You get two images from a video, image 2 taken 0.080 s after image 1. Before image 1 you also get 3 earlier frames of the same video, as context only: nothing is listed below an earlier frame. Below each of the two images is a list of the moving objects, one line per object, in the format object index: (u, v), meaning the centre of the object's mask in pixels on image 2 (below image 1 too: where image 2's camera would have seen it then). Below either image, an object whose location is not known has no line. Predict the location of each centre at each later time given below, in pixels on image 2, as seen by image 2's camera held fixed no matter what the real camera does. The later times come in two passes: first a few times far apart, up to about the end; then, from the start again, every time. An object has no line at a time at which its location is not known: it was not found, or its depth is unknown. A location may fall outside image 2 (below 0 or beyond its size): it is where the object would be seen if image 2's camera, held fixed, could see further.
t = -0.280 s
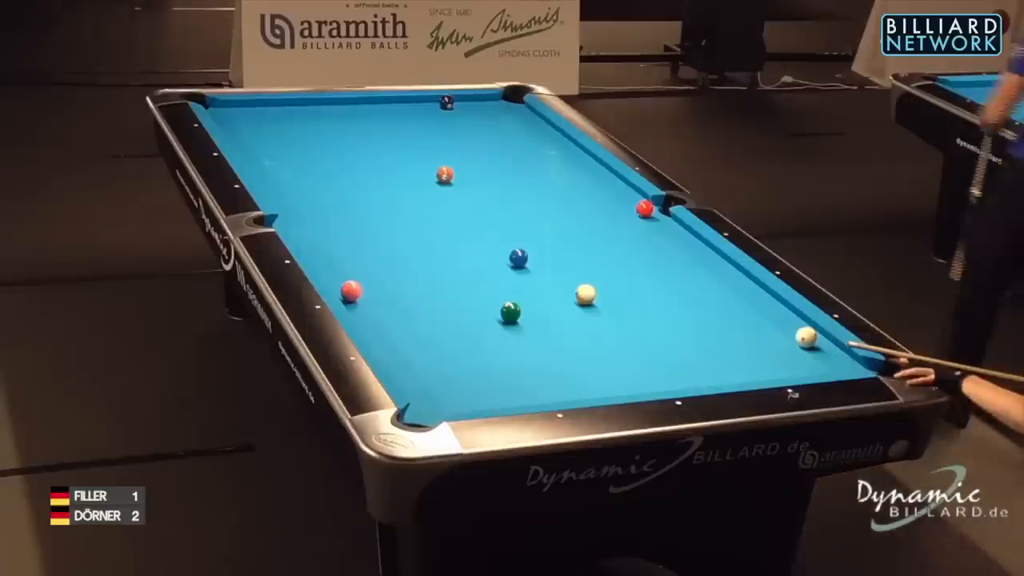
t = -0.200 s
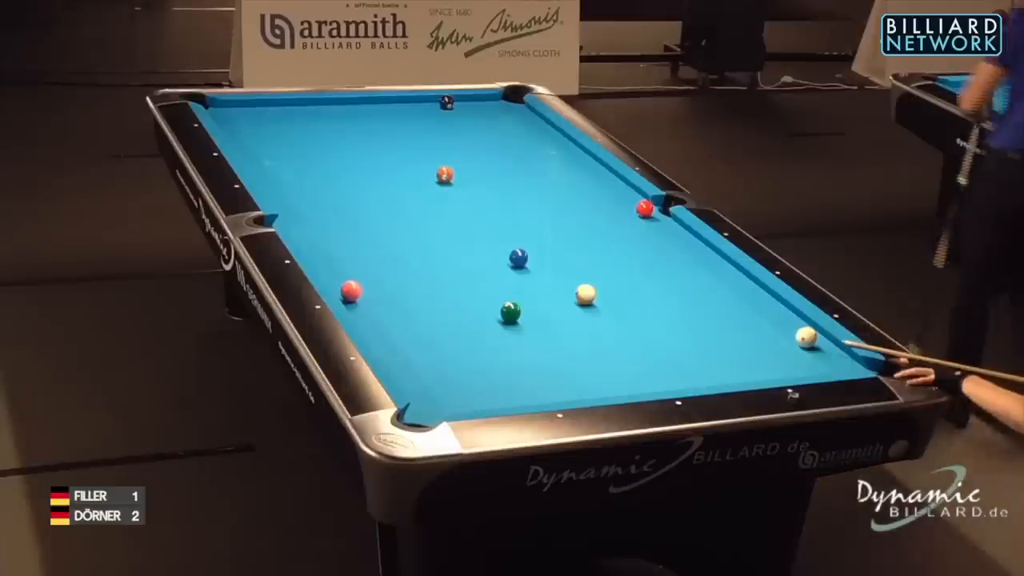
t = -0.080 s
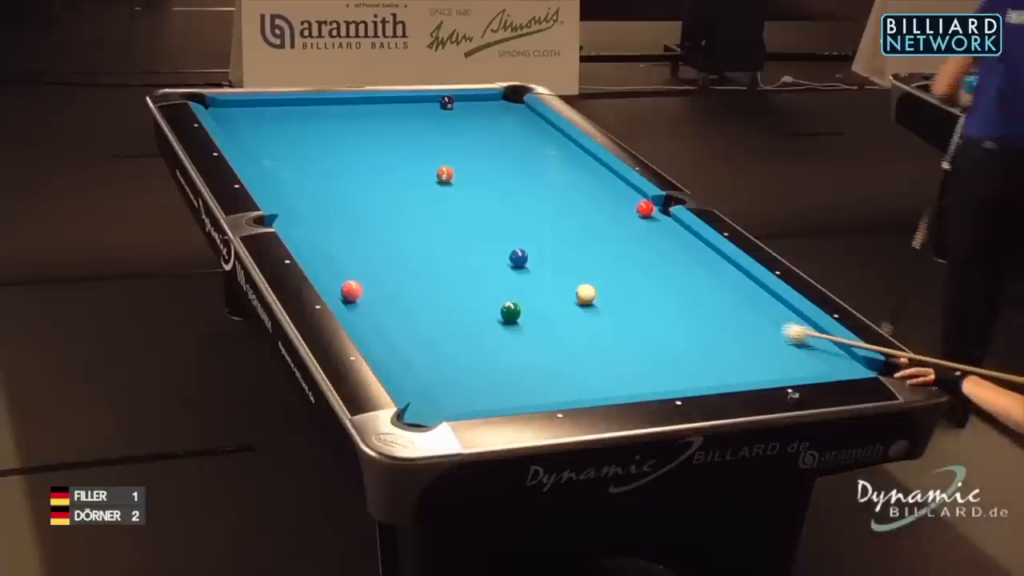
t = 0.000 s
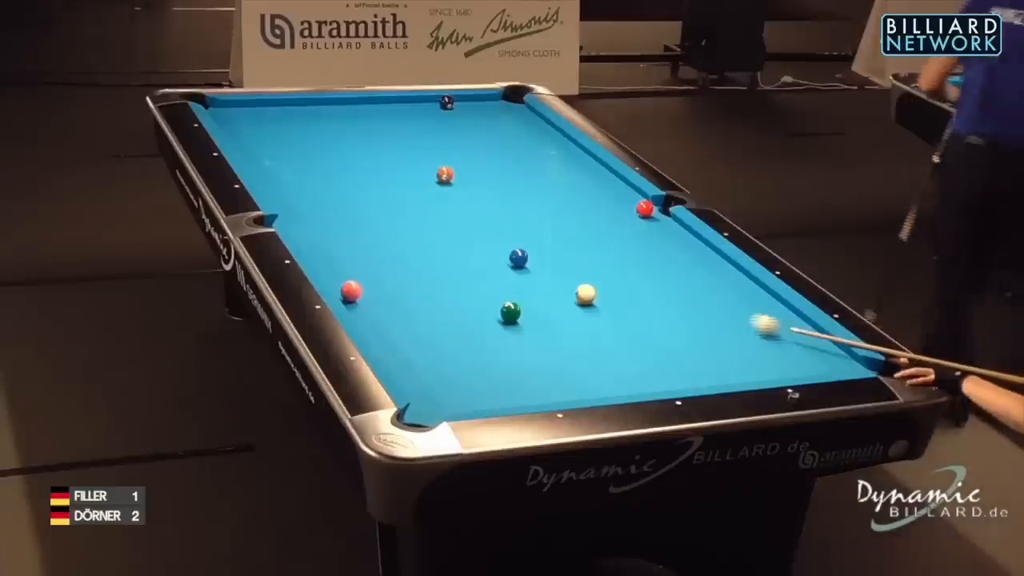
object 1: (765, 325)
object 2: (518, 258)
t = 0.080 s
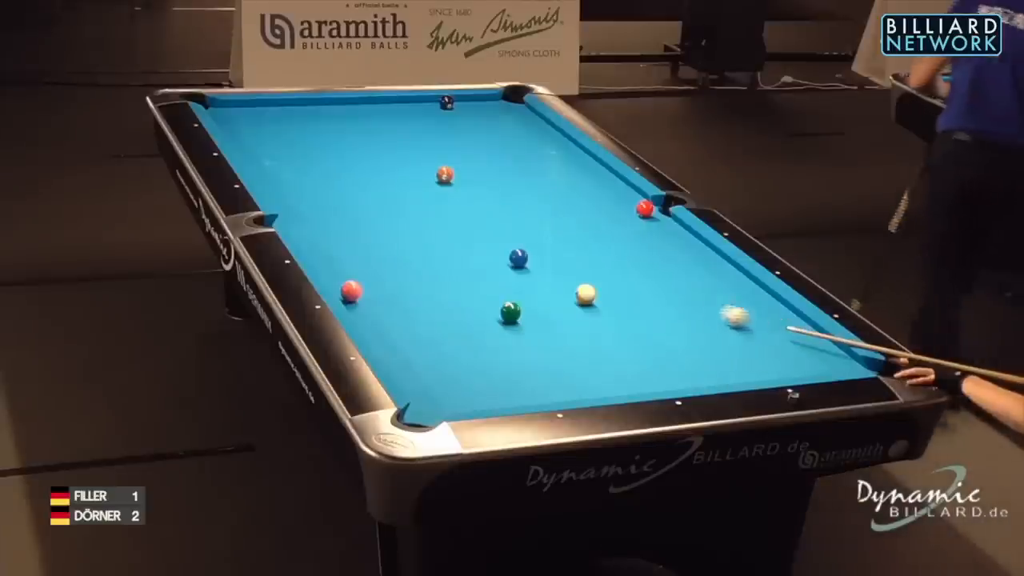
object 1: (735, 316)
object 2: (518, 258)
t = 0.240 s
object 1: (676, 300)
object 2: (518, 258)
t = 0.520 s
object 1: (581, 272)
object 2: (518, 258)
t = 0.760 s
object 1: (534, 255)
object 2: (488, 254)
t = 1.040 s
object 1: (516, 242)
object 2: (428, 245)
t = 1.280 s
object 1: (502, 231)
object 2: (380, 238)
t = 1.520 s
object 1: (488, 222)
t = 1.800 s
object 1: (474, 211)
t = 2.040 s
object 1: (463, 203)
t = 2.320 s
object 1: (452, 194)
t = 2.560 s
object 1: (442, 187)
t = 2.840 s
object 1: (432, 180)
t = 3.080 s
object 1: (426, 174)
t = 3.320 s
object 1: (419, 170)
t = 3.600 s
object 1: (412, 165)
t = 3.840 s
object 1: (407, 161)
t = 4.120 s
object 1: (401, 157)
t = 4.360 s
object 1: (398, 154)
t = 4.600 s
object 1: (394, 152)
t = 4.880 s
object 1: (391, 150)
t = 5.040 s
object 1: (390, 149)
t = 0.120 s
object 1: (720, 312)
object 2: (518, 258)
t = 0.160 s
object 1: (706, 309)
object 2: (518, 258)
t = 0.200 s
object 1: (691, 304)
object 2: (518, 258)
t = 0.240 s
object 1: (676, 300)
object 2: (518, 258)
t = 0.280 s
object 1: (663, 296)
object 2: (518, 258)
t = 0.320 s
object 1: (649, 292)
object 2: (518, 258)
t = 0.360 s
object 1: (635, 288)
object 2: (518, 258)
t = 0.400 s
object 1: (621, 284)
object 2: (518, 258)
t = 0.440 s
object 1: (608, 280)
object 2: (518, 258)
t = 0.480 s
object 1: (595, 276)
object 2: (518, 258)
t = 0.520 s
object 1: (581, 272)
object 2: (518, 258)
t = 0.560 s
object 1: (568, 269)
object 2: (518, 258)
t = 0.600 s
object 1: (555, 265)
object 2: (518, 258)
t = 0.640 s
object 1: (543, 262)
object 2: (518, 258)
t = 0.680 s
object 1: (538, 259)
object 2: (509, 257)
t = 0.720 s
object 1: (536, 258)
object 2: (498, 256)
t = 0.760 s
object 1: (534, 255)
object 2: (488, 254)
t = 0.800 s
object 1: (532, 254)
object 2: (479, 253)
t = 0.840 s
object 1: (529, 252)
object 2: (471, 252)
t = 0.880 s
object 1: (526, 249)
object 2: (462, 251)
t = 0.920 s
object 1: (524, 248)
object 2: (454, 249)
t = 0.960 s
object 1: (521, 246)
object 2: (445, 248)
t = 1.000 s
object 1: (519, 244)
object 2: (437, 246)
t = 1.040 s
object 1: (516, 242)
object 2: (428, 245)
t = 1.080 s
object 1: (514, 240)
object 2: (420, 243)
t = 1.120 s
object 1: (511, 239)
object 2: (412, 242)
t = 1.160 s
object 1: (509, 237)
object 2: (404, 242)
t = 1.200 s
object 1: (506, 235)
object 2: (396, 240)
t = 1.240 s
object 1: (504, 233)
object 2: (388, 239)
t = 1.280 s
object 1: (502, 231)
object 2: (380, 238)
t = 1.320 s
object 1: (500, 229)
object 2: (372, 236)
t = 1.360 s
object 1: (497, 228)
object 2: (365, 235)
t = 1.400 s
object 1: (495, 226)
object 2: (357, 234)
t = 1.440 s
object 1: (493, 225)
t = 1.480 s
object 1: (490, 223)
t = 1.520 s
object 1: (488, 222)
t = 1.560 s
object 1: (486, 220)
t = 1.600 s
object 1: (484, 218)
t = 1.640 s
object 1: (482, 217)
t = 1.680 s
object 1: (480, 215)
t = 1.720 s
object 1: (478, 214)
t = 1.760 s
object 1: (476, 212)
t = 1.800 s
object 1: (474, 211)
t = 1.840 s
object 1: (472, 209)
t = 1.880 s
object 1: (470, 208)
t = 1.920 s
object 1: (468, 207)
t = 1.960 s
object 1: (466, 205)
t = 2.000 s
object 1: (465, 204)
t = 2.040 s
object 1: (463, 203)
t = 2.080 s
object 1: (461, 201)
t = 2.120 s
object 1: (460, 200)
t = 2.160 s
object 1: (458, 199)
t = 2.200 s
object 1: (456, 198)
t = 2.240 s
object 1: (455, 196)
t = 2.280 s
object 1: (453, 195)
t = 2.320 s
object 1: (452, 194)
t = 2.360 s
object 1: (450, 193)
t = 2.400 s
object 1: (449, 192)
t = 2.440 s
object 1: (447, 190)
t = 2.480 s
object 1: (445, 189)
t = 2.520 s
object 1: (444, 188)
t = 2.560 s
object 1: (442, 187)
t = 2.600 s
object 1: (441, 186)
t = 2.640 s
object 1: (440, 185)
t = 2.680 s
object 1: (438, 184)
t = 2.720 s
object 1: (437, 183)
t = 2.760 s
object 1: (435, 182)
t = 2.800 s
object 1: (434, 181)
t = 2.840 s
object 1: (432, 180)
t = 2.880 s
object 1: (431, 179)
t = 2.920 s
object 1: (430, 178)
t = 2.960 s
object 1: (429, 177)
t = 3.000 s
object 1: (428, 176)
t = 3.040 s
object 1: (427, 175)
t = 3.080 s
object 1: (426, 174)
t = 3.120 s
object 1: (424, 173)
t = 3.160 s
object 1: (423, 173)
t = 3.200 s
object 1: (422, 172)
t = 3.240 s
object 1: (421, 171)
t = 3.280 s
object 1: (420, 171)
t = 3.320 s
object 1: (419, 170)
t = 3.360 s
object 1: (418, 169)
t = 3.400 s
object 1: (417, 168)
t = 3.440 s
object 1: (416, 168)
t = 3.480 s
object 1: (415, 167)
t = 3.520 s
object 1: (414, 166)
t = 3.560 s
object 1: (413, 165)
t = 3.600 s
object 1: (412, 165)
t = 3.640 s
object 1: (411, 164)
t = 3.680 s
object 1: (410, 164)
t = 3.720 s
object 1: (409, 163)
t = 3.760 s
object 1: (408, 162)
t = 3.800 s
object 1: (408, 162)
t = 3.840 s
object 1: (407, 161)
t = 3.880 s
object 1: (406, 160)
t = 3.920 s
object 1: (405, 160)
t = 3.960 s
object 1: (405, 159)
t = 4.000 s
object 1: (404, 159)
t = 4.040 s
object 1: (403, 158)
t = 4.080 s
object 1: (402, 158)
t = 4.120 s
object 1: (401, 157)
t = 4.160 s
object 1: (401, 157)
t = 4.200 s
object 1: (400, 156)
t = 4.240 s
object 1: (399, 156)
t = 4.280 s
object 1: (399, 155)
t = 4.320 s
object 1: (398, 155)
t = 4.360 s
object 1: (398, 154)
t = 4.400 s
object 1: (397, 154)
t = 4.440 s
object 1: (396, 154)
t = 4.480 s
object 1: (396, 153)
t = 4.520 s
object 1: (395, 153)
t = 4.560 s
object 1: (395, 152)
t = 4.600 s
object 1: (394, 152)
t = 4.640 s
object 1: (394, 152)
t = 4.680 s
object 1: (393, 151)
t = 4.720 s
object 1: (393, 151)
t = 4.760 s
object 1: (392, 151)
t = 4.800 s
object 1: (392, 150)
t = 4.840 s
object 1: (391, 150)
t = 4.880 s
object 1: (391, 150)
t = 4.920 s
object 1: (391, 150)
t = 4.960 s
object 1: (390, 149)
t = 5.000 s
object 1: (390, 149)
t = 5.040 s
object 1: (390, 149)
